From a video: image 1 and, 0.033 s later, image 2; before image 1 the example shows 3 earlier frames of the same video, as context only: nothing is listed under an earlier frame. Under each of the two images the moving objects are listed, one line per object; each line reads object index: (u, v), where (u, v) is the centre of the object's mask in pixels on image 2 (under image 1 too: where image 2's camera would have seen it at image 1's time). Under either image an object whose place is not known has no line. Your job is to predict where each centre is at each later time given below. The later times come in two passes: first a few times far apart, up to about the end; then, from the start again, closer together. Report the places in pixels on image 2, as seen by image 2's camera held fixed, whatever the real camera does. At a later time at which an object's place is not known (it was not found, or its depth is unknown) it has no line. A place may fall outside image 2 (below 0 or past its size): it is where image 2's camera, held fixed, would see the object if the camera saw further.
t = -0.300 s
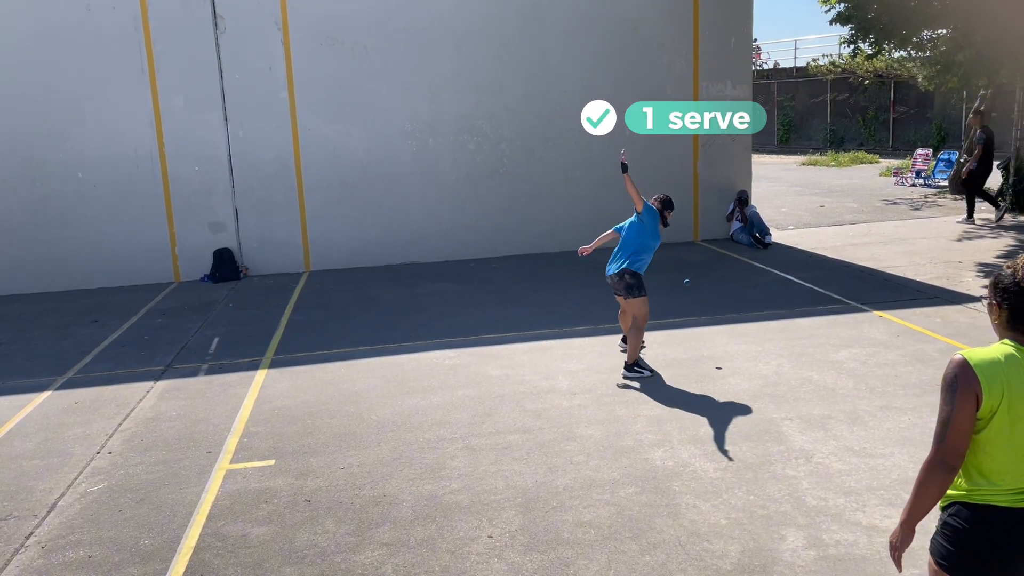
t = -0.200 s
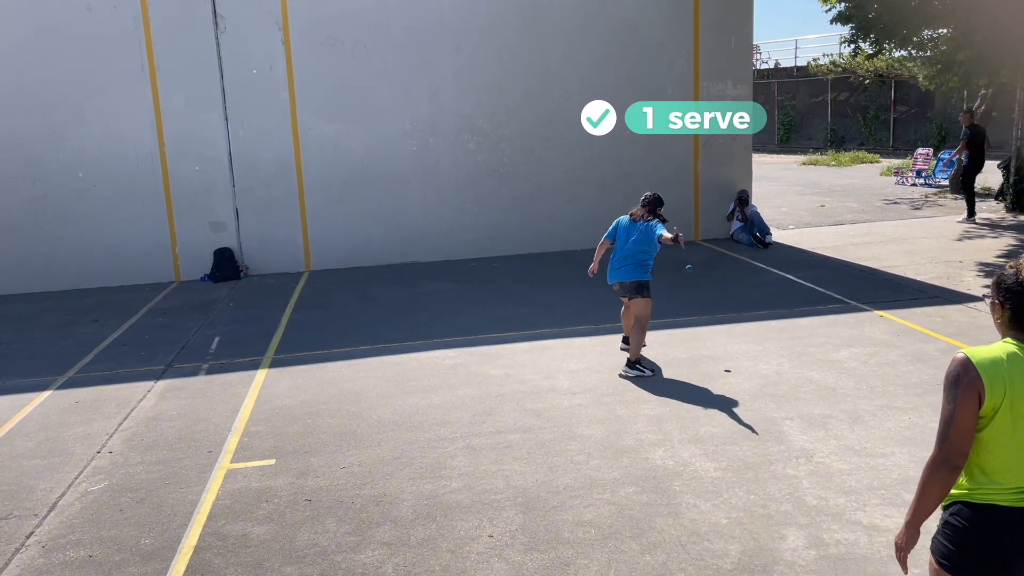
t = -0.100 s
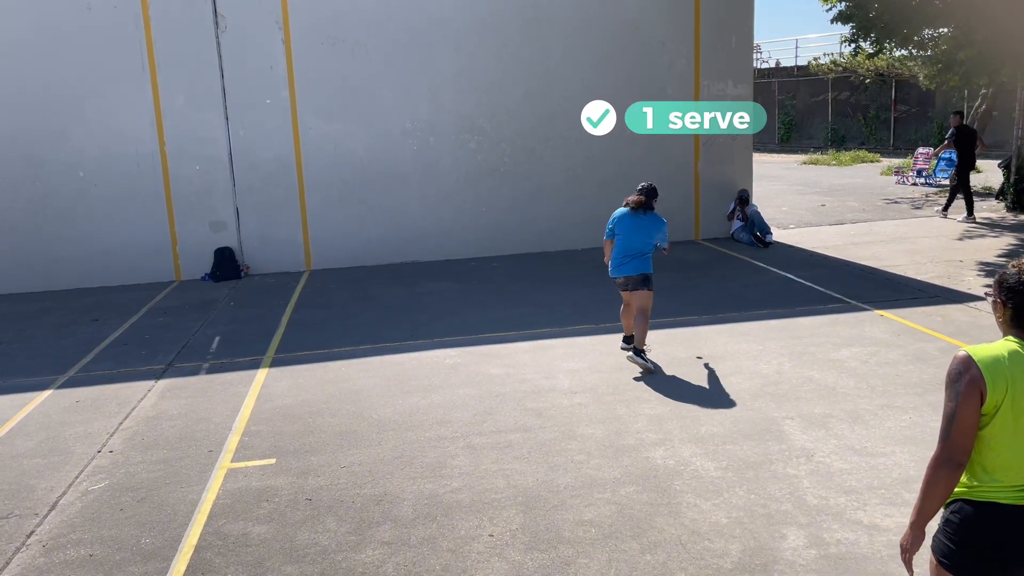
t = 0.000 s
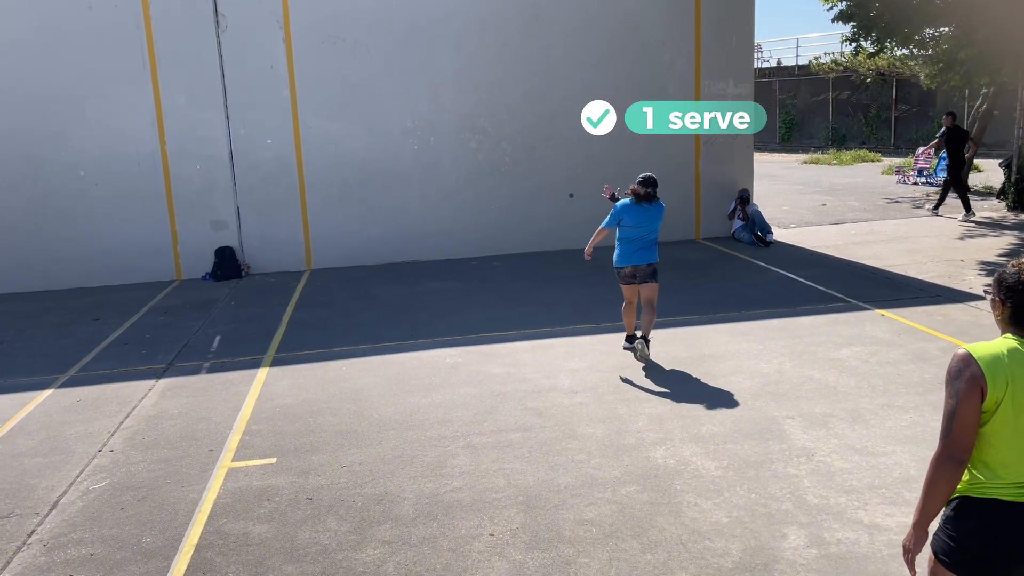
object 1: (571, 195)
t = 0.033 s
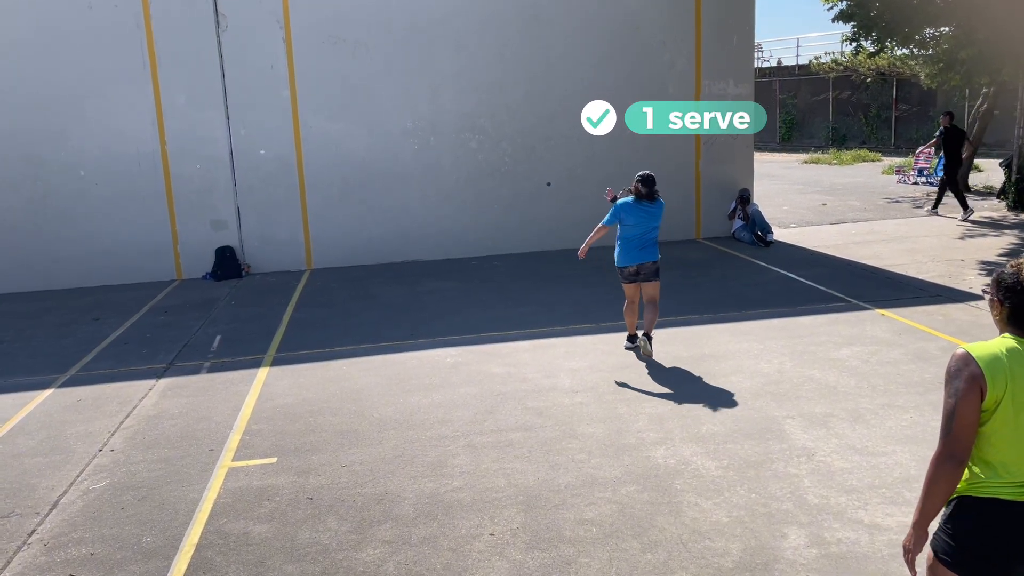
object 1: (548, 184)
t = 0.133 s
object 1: (494, 162)
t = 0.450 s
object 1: (444, 183)
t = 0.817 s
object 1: (363, 408)
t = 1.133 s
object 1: (237, 398)
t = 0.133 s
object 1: (494, 162)
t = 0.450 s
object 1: (444, 183)
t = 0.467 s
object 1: (441, 188)
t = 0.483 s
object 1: (439, 192)
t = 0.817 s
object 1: (363, 408)
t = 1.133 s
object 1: (237, 398)
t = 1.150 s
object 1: (227, 399)
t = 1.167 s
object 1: (217, 401)
